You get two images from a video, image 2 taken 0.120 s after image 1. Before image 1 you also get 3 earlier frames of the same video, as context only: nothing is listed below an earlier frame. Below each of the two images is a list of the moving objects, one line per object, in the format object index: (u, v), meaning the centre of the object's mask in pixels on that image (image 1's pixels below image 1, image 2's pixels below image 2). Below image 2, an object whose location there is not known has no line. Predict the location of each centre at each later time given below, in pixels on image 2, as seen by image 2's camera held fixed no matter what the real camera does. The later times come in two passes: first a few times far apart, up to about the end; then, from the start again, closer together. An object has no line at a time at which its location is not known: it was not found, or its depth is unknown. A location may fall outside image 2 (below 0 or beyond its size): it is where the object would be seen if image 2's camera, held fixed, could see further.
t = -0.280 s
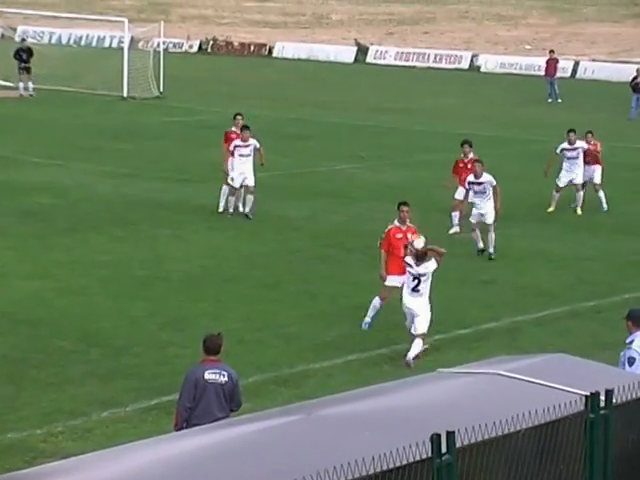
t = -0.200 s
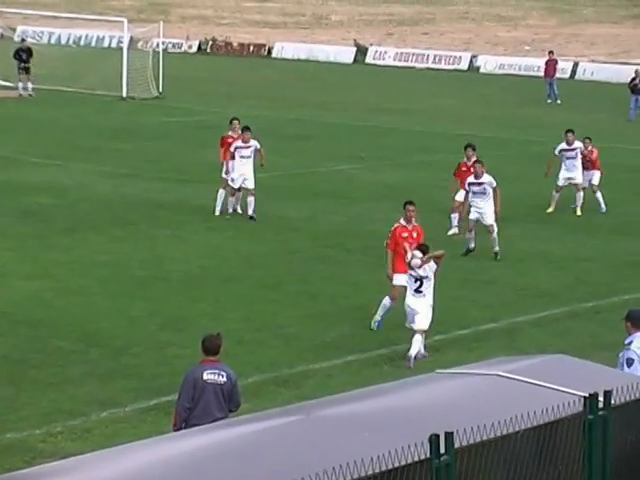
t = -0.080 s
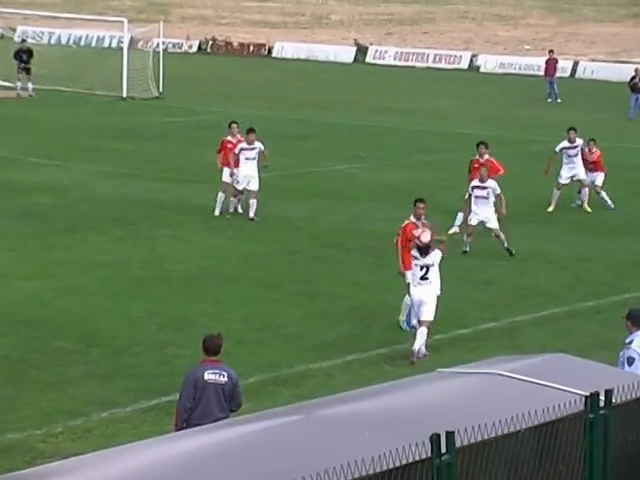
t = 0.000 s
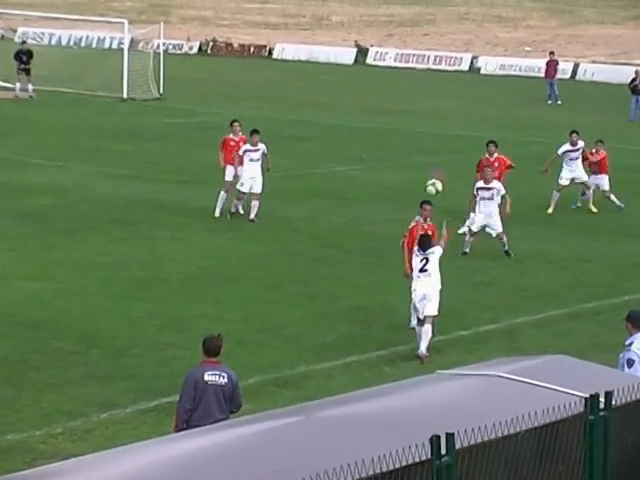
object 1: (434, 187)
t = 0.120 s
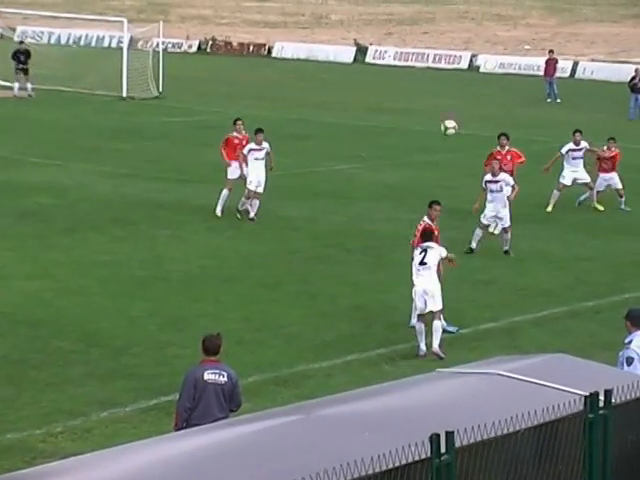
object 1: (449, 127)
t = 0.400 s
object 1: (475, 46)
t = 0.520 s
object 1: (481, 30)
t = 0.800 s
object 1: (485, 25)
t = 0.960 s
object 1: (483, 42)
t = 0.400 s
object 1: (475, 46)
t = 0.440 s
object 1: (478, 40)
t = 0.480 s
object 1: (479, 34)
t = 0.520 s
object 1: (481, 30)
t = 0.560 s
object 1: (482, 26)
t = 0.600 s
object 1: (485, 24)
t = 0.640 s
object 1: (484, 22)
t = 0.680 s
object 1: (485, 21)
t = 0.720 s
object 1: (486, 21)
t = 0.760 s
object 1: (486, 23)
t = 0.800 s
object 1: (485, 25)
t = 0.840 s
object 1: (486, 28)
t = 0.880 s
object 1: (485, 33)
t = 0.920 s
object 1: (485, 37)
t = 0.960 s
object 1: (483, 42)
